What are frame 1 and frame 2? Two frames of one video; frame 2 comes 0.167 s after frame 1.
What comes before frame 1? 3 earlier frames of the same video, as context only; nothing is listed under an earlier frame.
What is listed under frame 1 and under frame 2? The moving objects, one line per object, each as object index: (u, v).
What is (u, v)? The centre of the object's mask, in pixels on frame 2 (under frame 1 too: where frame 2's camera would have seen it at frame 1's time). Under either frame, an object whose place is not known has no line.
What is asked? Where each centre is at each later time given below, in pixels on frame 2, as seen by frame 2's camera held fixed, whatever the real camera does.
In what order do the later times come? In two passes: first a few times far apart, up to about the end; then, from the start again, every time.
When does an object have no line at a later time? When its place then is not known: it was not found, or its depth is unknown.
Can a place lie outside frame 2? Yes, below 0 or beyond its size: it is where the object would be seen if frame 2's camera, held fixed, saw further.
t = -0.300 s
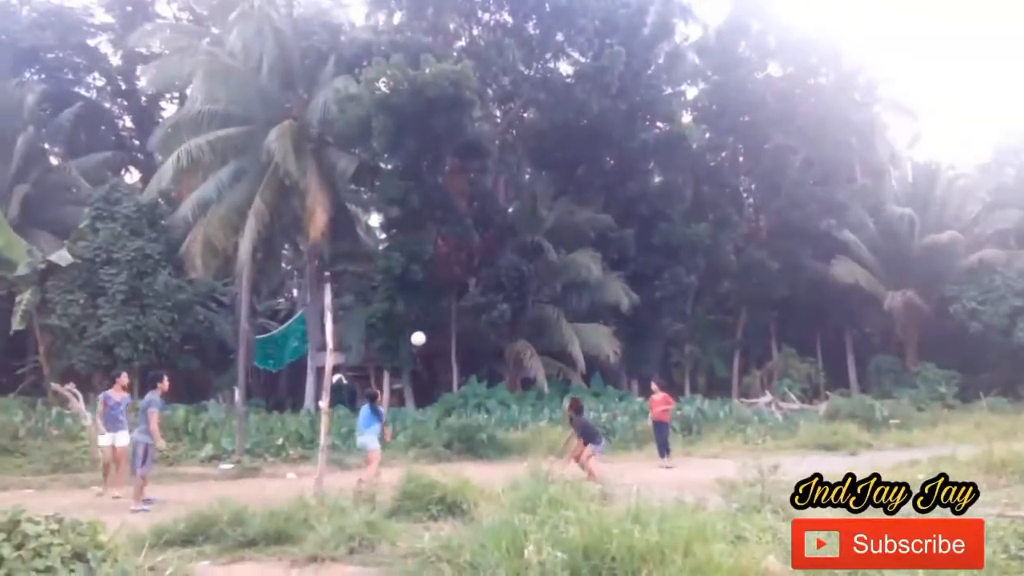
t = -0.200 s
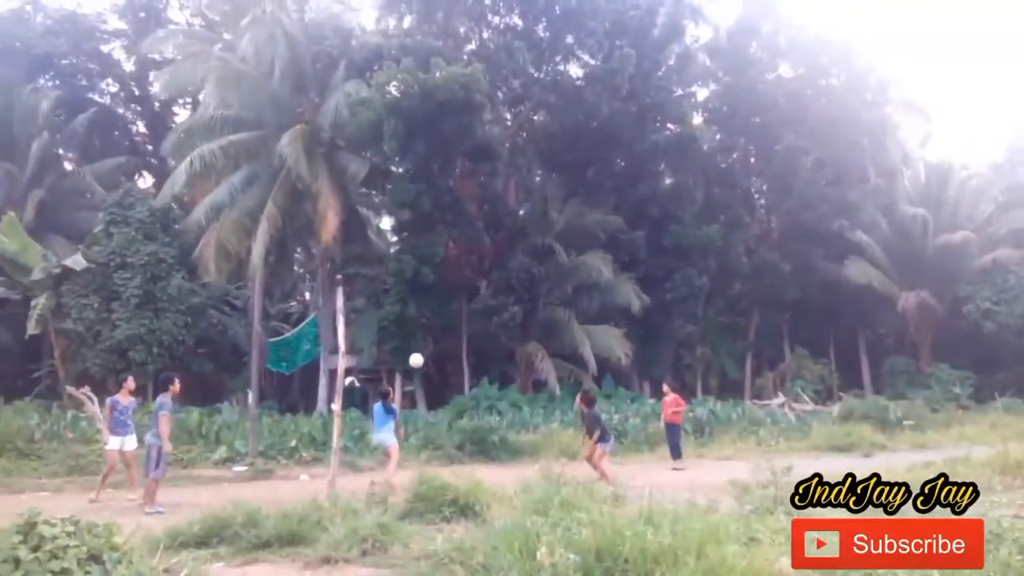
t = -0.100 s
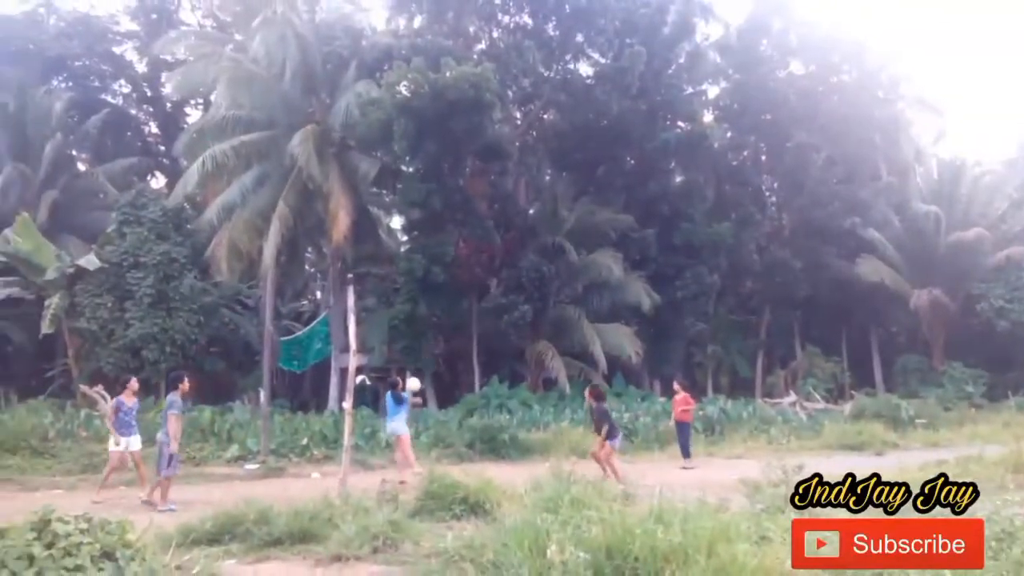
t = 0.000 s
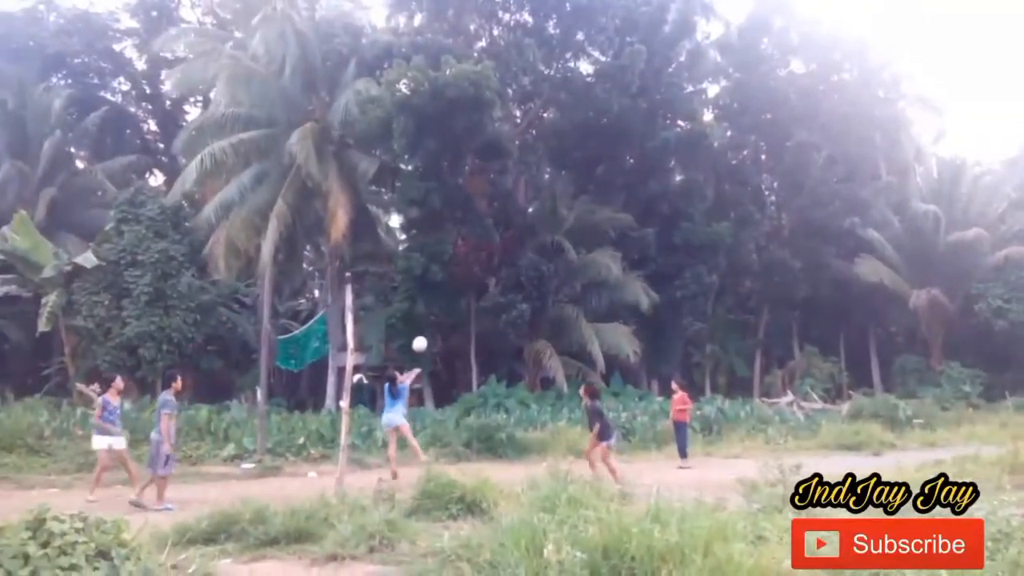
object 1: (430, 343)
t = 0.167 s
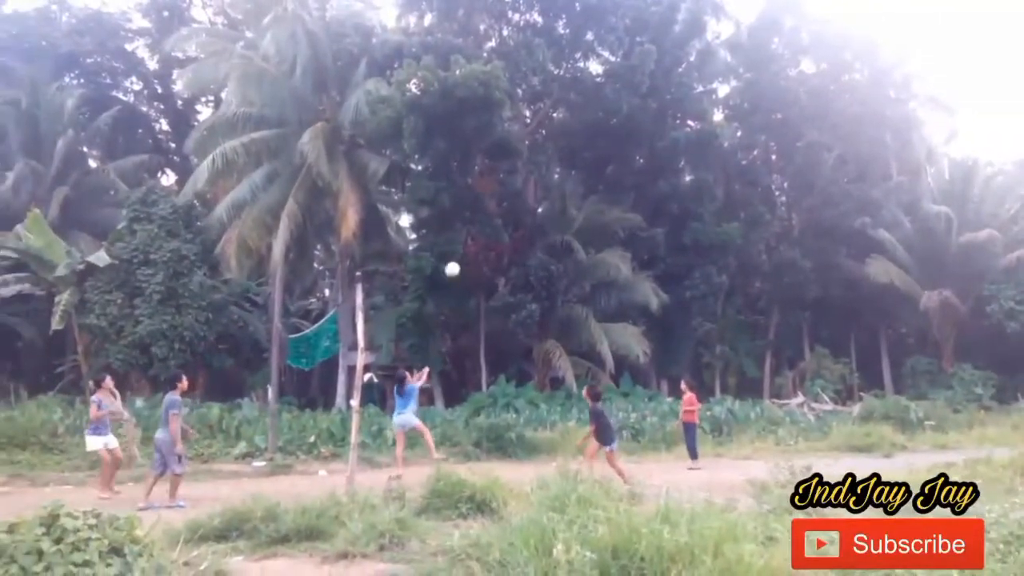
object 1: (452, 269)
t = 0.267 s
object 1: (466, 235)
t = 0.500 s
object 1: (496, 178)
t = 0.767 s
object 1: (532, 154)
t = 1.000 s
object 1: (565, 170)
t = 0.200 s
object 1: (457, 257)
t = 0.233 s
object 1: (461, 245)
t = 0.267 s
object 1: (466, 235)
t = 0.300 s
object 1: (470, 224)
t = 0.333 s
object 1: (474, 215)
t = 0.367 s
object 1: (478, 206)
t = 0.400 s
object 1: (483, 198)
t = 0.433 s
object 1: (487, 190)
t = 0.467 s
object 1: (492, 183)
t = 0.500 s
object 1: (496, 178)
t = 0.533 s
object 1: (501, 172)
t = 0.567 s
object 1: (505, 168)
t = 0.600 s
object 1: (510, 164)
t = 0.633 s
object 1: (514, 160)
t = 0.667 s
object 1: (518, 157)
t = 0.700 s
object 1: (523, 155)
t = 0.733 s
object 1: (527, 154)
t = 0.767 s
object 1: (532, 154)
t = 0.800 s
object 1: (537, 154)
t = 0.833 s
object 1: (540, 155)
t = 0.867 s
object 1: (545, 156)
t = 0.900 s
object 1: (550, 159)
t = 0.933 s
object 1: (555, 162)
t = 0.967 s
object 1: (560, 165)
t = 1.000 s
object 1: (565, 170)
